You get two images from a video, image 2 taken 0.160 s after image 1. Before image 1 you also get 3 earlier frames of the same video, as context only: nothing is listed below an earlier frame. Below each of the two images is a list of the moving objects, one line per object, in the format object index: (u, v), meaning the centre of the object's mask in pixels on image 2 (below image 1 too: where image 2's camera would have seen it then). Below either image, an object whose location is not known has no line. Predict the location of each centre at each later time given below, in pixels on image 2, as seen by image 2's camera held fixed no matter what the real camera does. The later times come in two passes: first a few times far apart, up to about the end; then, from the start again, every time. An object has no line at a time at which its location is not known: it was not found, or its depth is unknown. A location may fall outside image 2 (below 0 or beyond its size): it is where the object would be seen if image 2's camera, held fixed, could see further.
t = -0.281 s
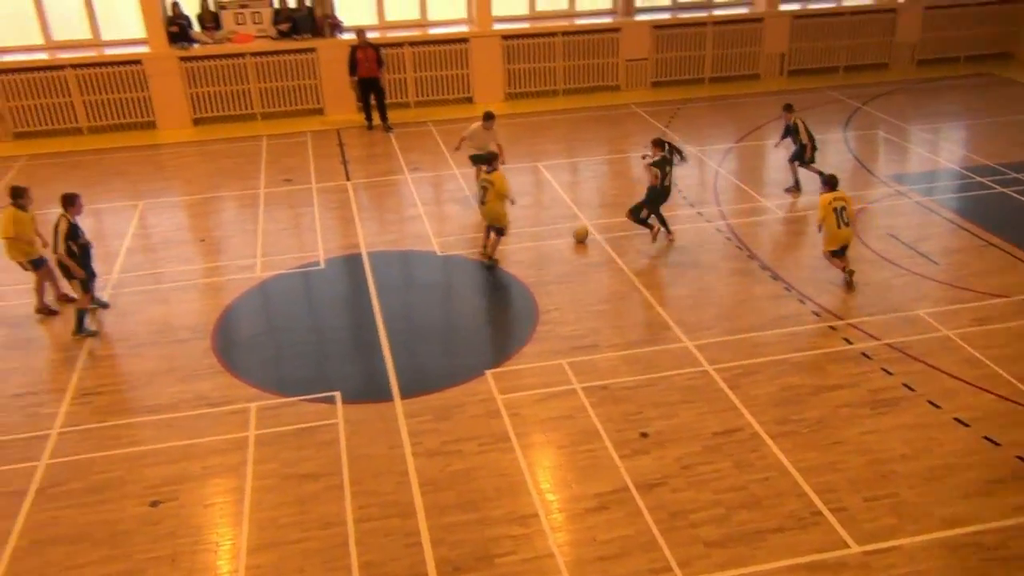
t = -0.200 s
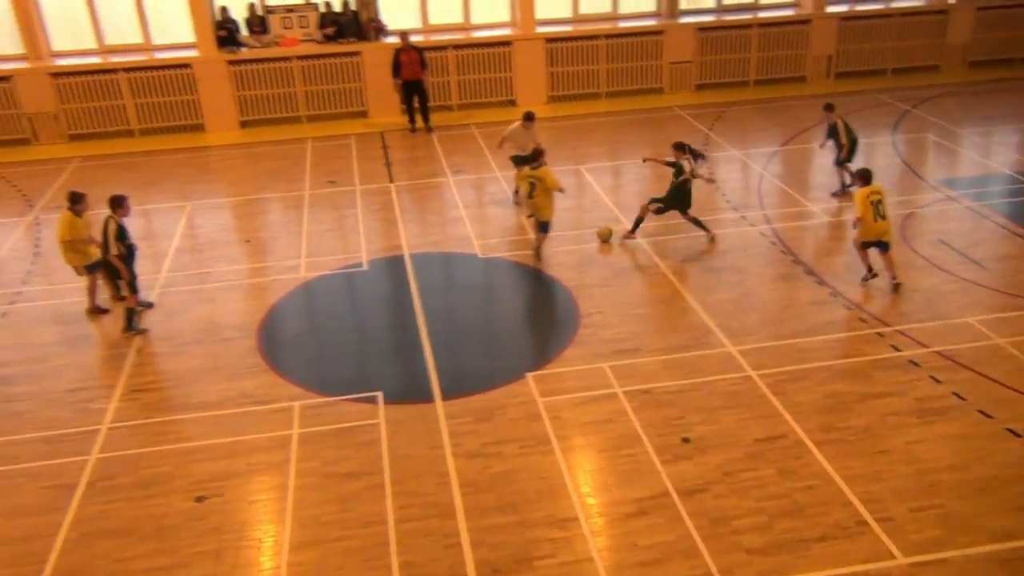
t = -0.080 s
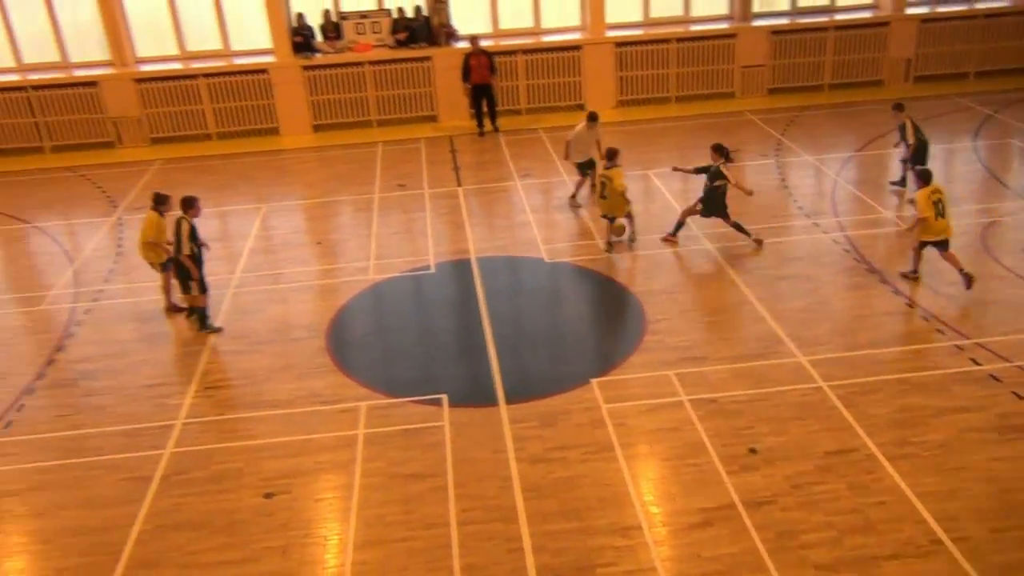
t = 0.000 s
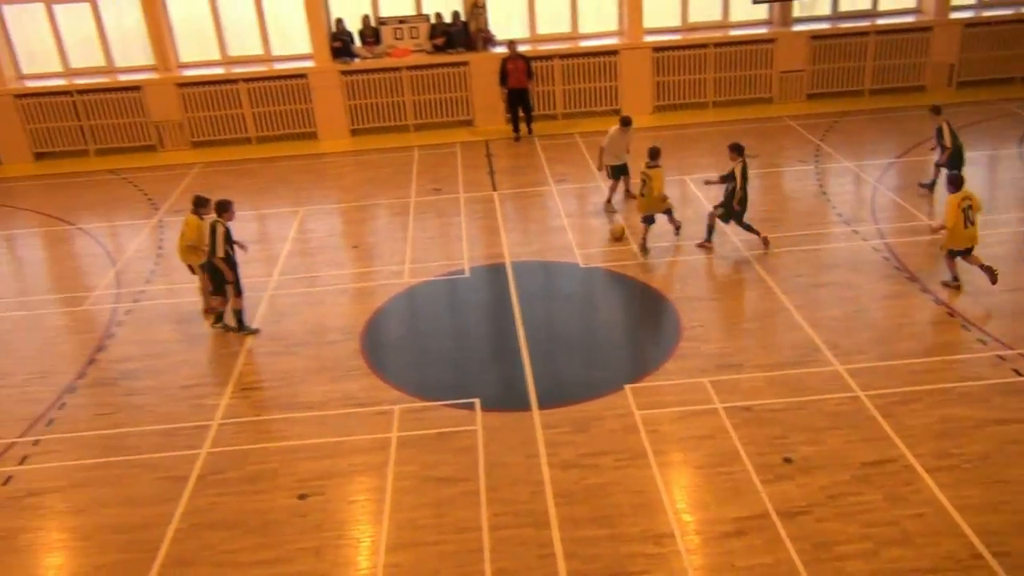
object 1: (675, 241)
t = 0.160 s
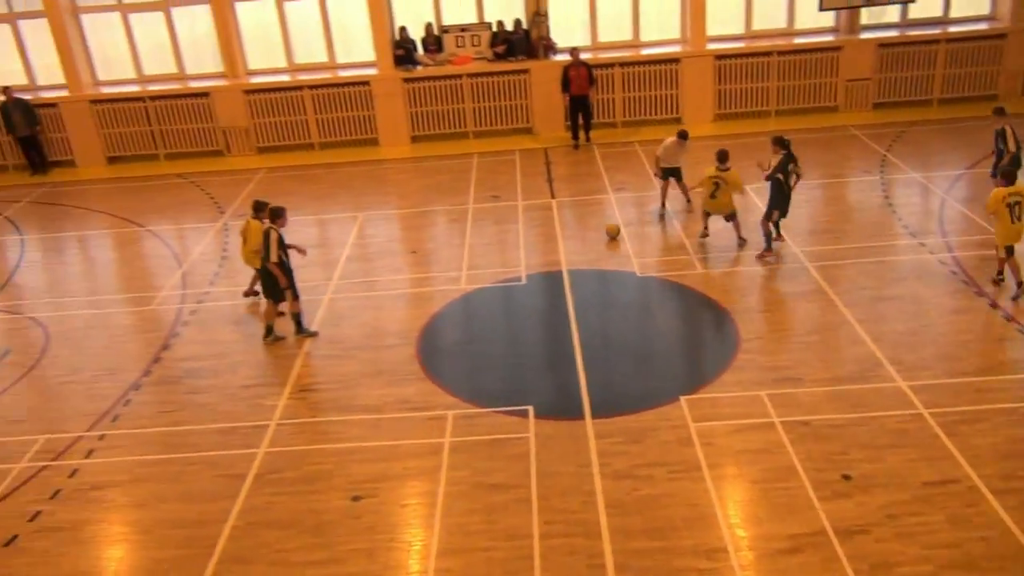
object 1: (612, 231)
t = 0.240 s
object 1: (584, 227)
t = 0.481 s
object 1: (506, 215)
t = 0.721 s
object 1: (437, 207)
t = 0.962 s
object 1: (375, 197)
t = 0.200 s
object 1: (598, 229)
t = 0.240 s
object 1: (584, 227)
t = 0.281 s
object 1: (570, 225)
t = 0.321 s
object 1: (557, 223)
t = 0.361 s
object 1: (544, 221)
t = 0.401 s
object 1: (531, 220)
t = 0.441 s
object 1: (518, 217)
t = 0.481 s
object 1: (506, 215)
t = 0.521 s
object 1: (494, 214)
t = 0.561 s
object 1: (482, 211)
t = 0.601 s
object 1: (470, 210)
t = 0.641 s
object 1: (459, 209)
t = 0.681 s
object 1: (448, 207)
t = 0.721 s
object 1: (437, 207)
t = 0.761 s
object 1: (426, 205)
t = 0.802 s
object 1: (416, 203)
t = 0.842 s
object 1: (406, 202)
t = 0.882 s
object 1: (395, 200)
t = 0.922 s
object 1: (385, 199)
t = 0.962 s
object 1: (375, 197)
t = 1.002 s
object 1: (366, 196)
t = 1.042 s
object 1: (356, 194)
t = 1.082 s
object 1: (347, 192)
